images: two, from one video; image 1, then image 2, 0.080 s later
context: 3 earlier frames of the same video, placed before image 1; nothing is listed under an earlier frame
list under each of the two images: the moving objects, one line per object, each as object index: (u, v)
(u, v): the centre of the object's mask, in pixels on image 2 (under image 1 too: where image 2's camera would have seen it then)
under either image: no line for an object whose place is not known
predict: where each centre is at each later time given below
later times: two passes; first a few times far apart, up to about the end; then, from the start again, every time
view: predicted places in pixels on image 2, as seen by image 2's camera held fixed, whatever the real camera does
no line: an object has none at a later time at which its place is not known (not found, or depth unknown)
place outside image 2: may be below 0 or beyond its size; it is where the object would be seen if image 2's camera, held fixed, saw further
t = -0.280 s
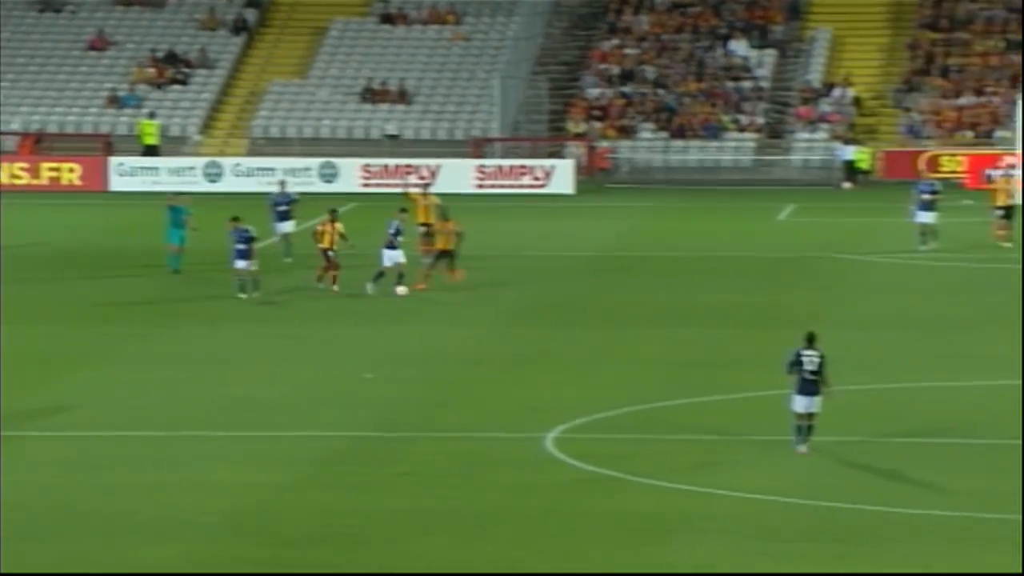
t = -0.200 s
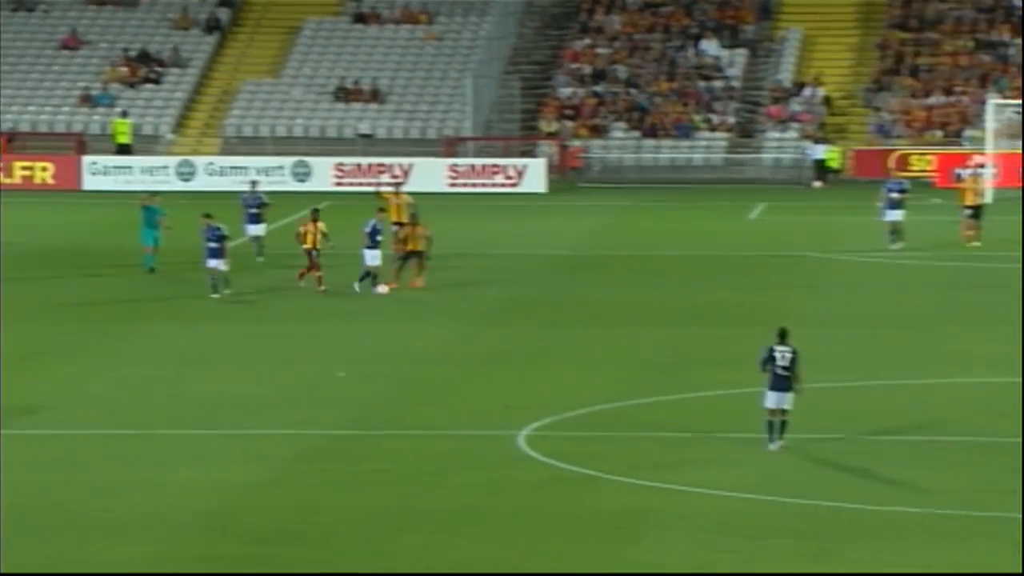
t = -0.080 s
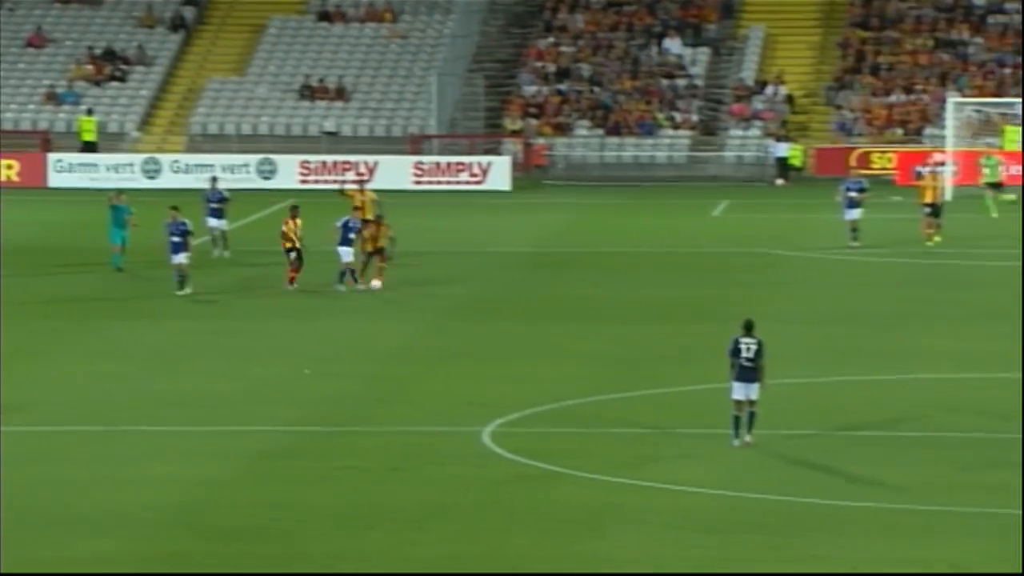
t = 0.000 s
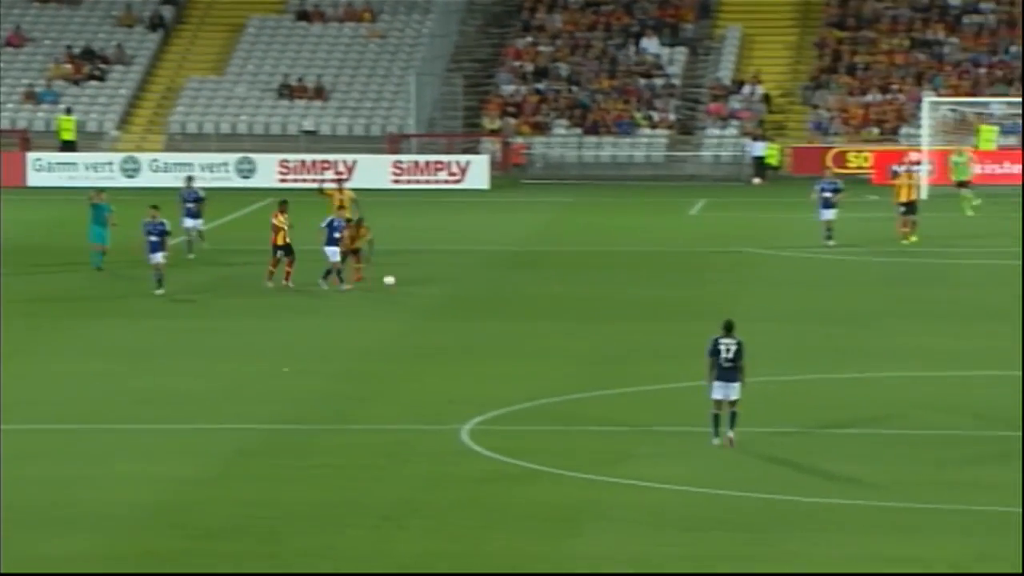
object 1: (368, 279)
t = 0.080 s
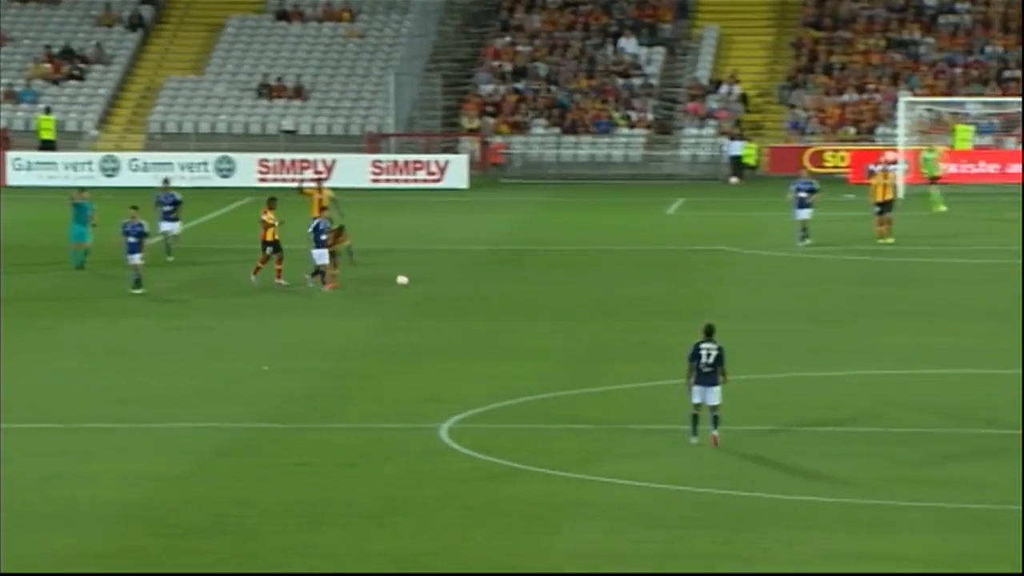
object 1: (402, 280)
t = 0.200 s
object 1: (450, 283)
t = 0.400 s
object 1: (519, 283)
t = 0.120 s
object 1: (418, 282)
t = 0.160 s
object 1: (435, 283)
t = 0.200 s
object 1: (450, 283)
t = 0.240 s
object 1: (464, 282)
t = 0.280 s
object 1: (477, 281)
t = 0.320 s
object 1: (492, 281)
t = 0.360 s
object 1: (505, 281)
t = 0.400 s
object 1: (519, 283)
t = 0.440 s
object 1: (531, 282)
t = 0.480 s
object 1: (543, 281)
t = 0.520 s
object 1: (554, 281)
